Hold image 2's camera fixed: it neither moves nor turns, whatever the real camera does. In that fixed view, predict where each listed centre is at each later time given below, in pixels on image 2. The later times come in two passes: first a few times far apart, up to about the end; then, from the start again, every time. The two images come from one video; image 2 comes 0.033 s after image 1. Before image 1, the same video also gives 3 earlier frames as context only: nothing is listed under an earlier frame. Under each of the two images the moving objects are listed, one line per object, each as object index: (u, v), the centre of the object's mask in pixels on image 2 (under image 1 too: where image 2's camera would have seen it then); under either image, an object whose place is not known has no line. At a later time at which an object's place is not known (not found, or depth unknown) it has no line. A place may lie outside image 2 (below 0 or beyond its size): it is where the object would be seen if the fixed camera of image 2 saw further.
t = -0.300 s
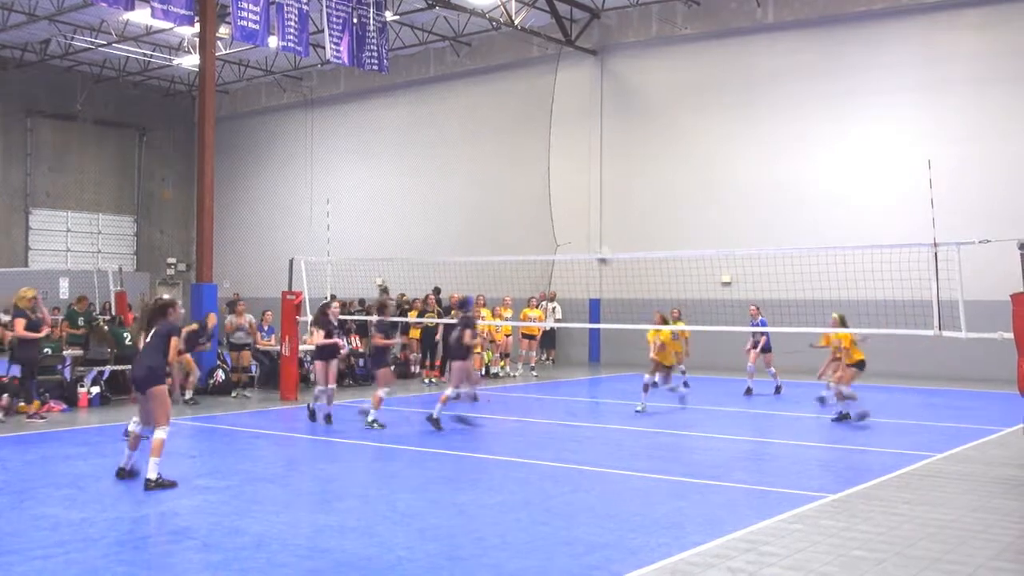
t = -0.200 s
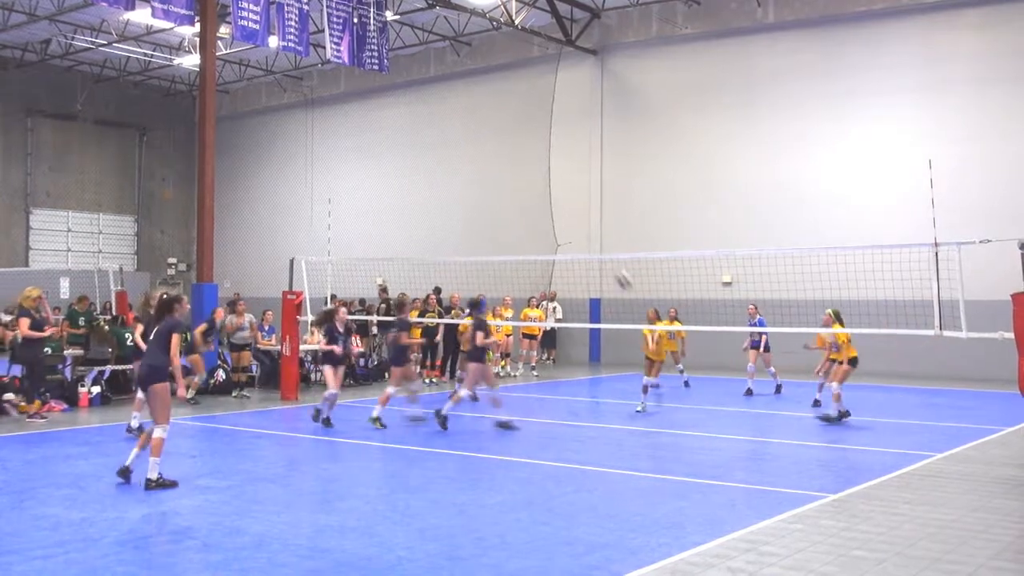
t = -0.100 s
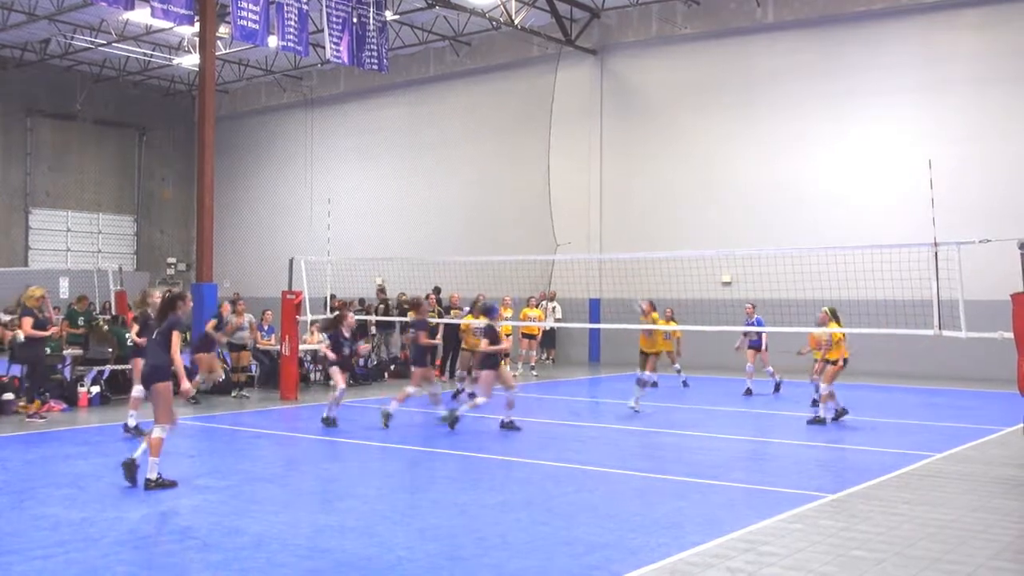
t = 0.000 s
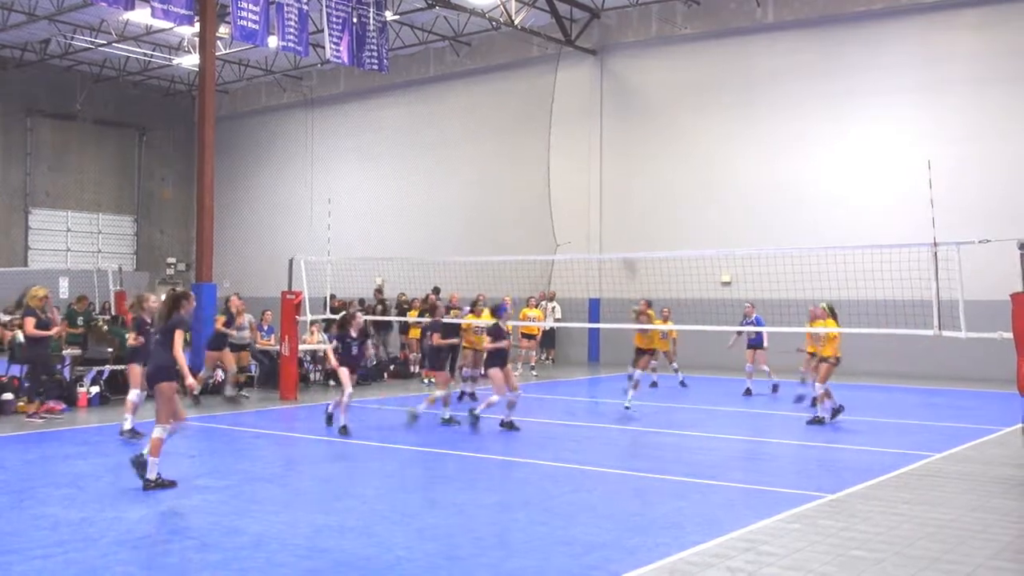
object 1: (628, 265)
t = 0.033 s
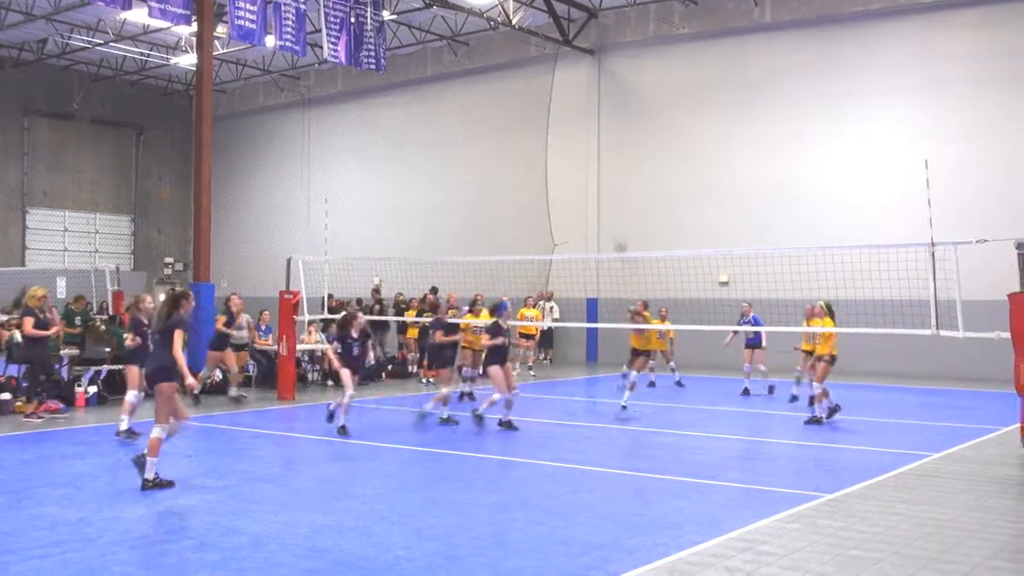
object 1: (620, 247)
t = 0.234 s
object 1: (590, 160)
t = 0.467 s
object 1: (553, 91)
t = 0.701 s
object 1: (517, 66)
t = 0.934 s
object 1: (478, 82)
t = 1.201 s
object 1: (431, 162)
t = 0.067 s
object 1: (616, 228)
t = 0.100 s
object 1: (611, 214)
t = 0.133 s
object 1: (606, 200)
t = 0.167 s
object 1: (600, 186)
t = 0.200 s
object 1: (593, 170)
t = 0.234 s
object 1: (590, 160)
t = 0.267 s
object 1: (586, 148)
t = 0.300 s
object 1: (580, 134)
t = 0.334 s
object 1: (574, 123)
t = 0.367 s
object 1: (569, 114)
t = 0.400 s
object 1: (564, 105)
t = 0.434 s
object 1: (559, 98)
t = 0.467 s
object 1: (553, 91)
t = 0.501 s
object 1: (549, 85)
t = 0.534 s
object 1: (544, 79)
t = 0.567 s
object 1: (540, 73)
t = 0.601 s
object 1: (533, 70)
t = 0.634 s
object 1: (527, 69)
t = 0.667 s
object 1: (522, 67)
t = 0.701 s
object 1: (517, 66)
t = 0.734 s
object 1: (511, 65)
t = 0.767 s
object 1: (505, 66)
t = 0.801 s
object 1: (500, 67)
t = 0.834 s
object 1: (495, 69)
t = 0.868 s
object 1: (489, 72)
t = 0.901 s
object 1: (484, 77)
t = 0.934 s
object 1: (478, 82)
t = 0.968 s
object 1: (473, 88)
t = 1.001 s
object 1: (466, 96)
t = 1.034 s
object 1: (460, 104)
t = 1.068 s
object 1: (455, 112)
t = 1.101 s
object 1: (448, 122)
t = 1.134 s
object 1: (443, 133)
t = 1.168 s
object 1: (436, 144)
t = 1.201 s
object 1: (431, 162)
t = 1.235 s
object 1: (426, 169)
